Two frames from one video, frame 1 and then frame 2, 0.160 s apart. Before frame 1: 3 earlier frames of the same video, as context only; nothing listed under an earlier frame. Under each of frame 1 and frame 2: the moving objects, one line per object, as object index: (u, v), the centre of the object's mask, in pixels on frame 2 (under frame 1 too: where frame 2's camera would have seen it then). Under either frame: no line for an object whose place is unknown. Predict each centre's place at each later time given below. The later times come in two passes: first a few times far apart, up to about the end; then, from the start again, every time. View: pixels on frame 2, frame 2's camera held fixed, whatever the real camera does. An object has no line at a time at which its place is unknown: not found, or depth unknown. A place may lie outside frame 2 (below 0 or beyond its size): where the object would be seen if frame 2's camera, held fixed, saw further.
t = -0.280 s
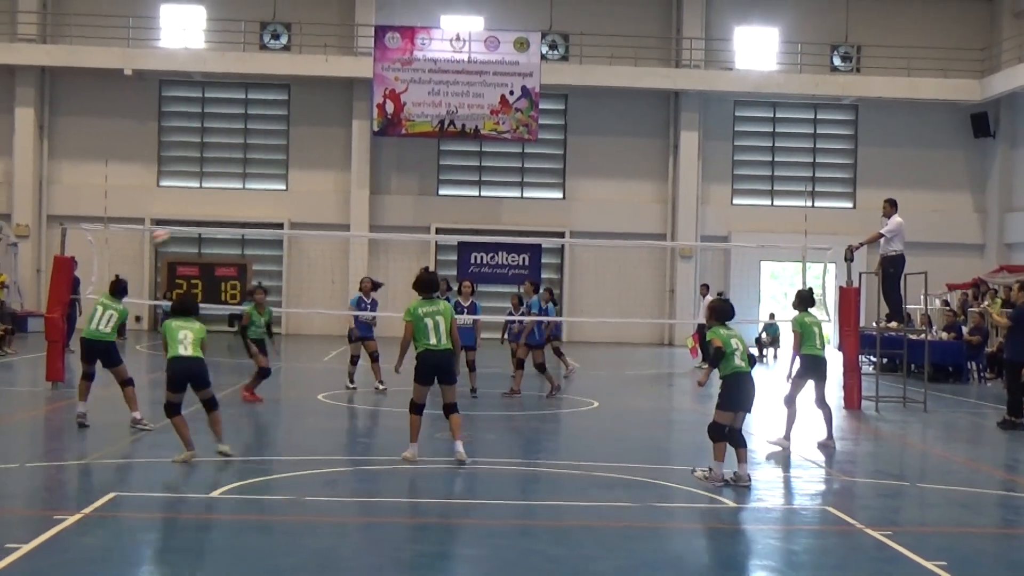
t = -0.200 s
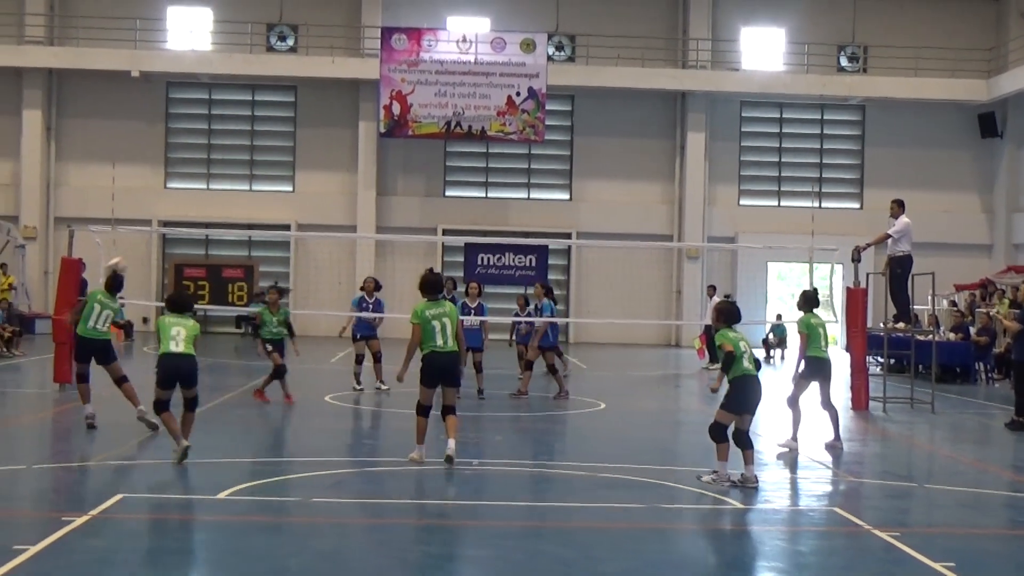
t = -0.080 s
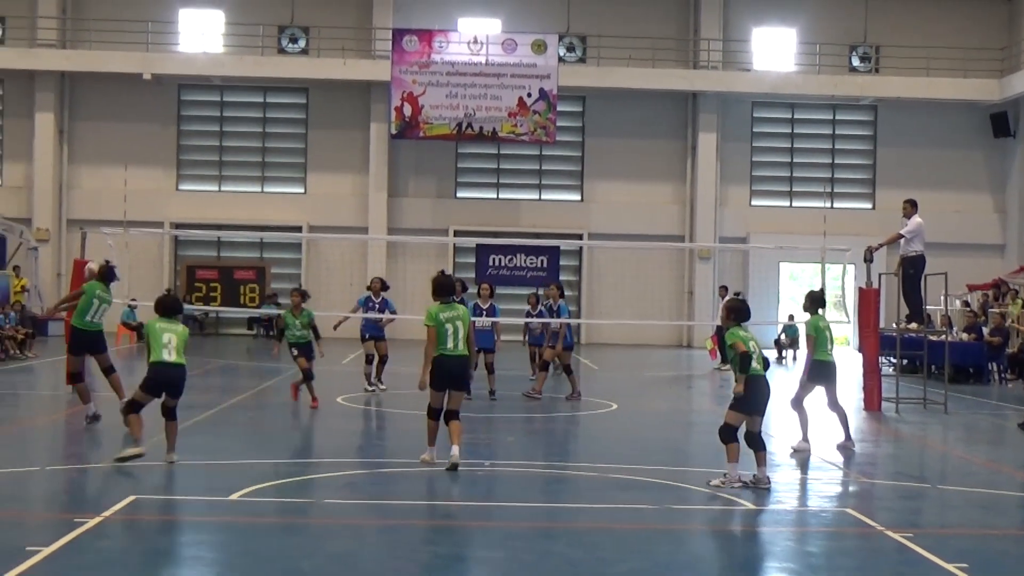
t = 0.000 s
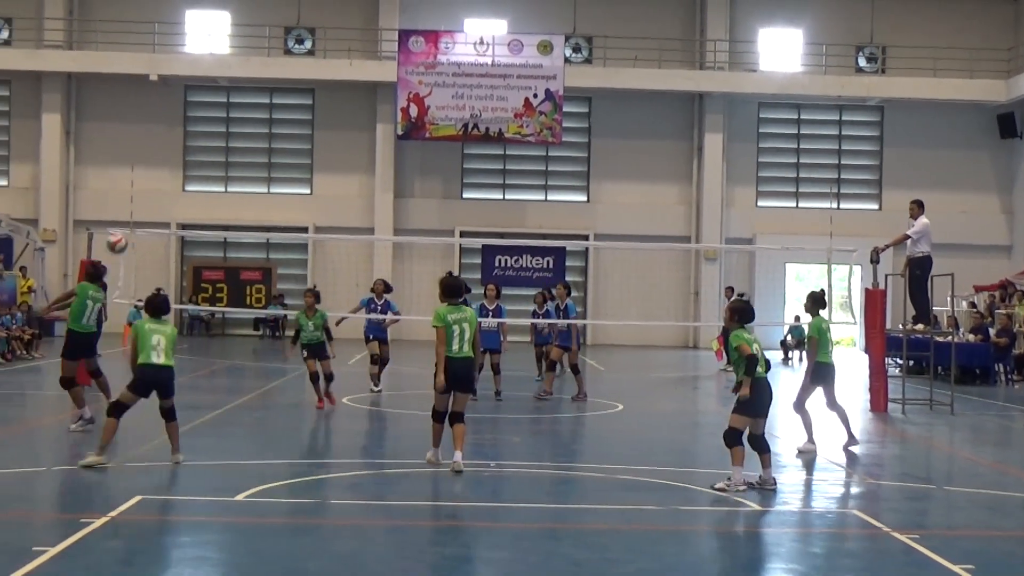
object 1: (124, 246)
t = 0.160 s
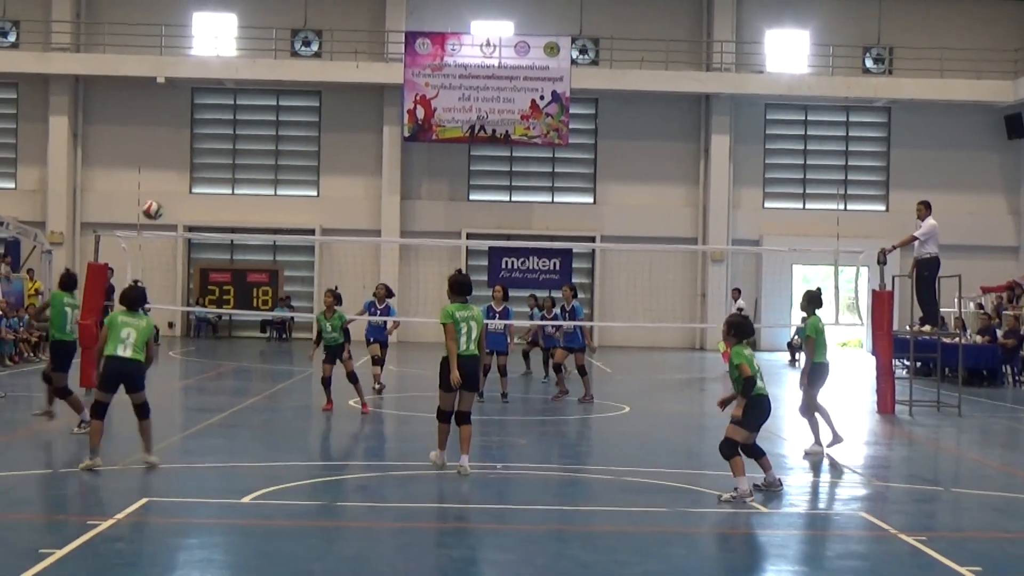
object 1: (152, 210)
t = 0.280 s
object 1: (172, 200)
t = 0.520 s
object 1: (210, 220)
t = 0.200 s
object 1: (159, 205)
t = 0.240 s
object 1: (166, 202)
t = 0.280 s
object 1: (172, 200)
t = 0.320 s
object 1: (178, 200)
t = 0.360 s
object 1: (185, 201)
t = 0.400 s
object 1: (192, 204)
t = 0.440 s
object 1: (198, 208)
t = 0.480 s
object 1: (204, 213)
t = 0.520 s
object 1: (210, 220)
